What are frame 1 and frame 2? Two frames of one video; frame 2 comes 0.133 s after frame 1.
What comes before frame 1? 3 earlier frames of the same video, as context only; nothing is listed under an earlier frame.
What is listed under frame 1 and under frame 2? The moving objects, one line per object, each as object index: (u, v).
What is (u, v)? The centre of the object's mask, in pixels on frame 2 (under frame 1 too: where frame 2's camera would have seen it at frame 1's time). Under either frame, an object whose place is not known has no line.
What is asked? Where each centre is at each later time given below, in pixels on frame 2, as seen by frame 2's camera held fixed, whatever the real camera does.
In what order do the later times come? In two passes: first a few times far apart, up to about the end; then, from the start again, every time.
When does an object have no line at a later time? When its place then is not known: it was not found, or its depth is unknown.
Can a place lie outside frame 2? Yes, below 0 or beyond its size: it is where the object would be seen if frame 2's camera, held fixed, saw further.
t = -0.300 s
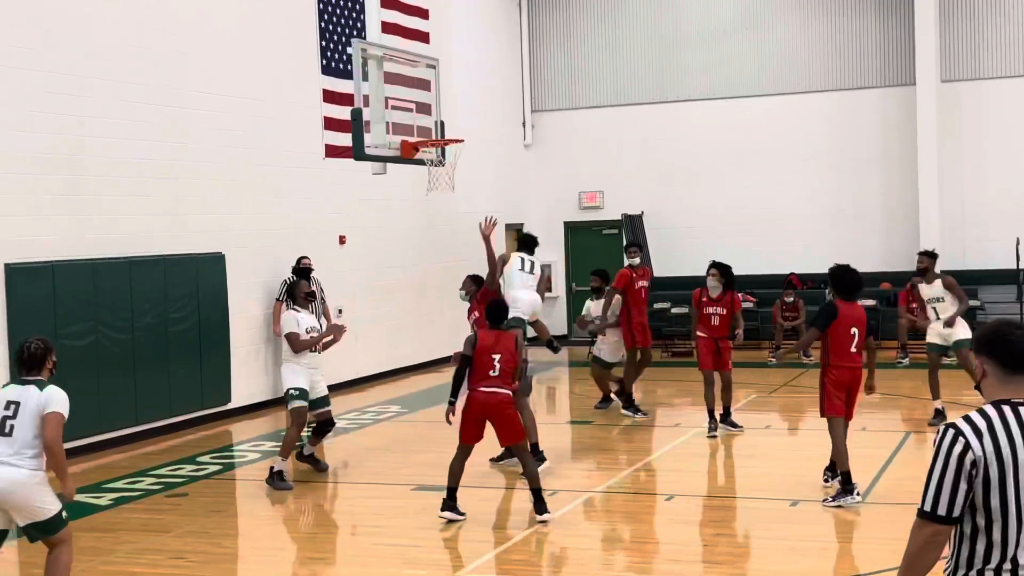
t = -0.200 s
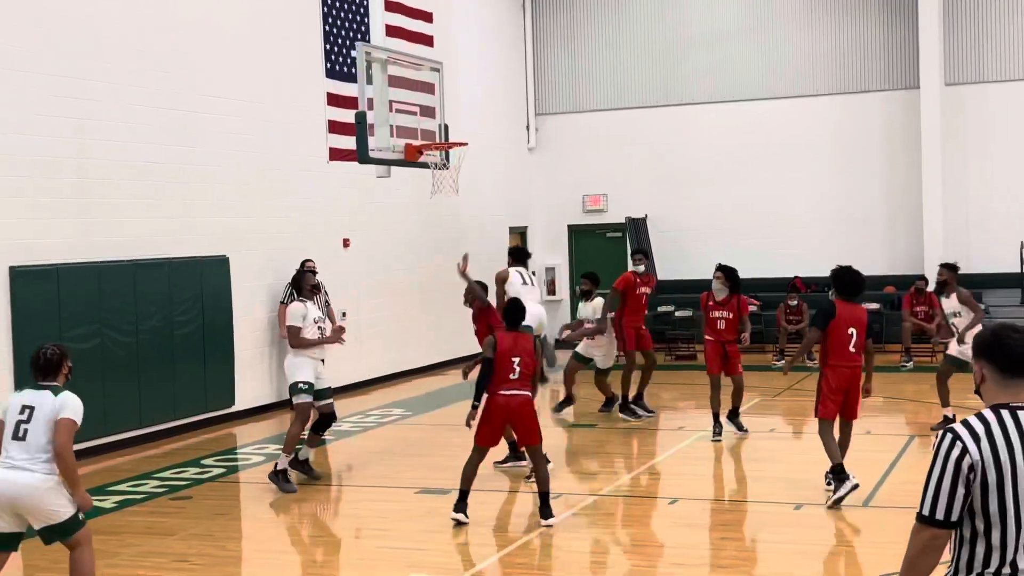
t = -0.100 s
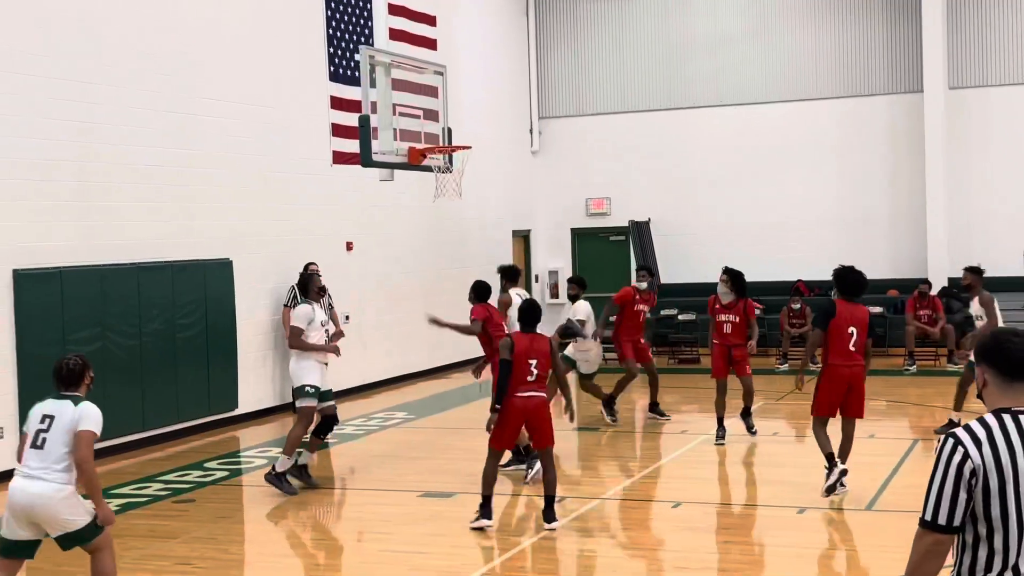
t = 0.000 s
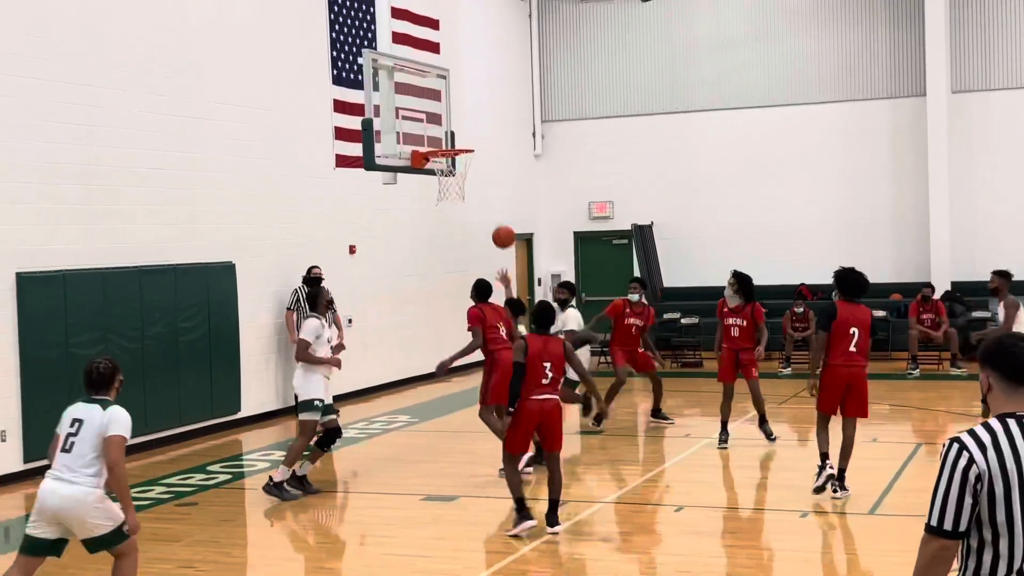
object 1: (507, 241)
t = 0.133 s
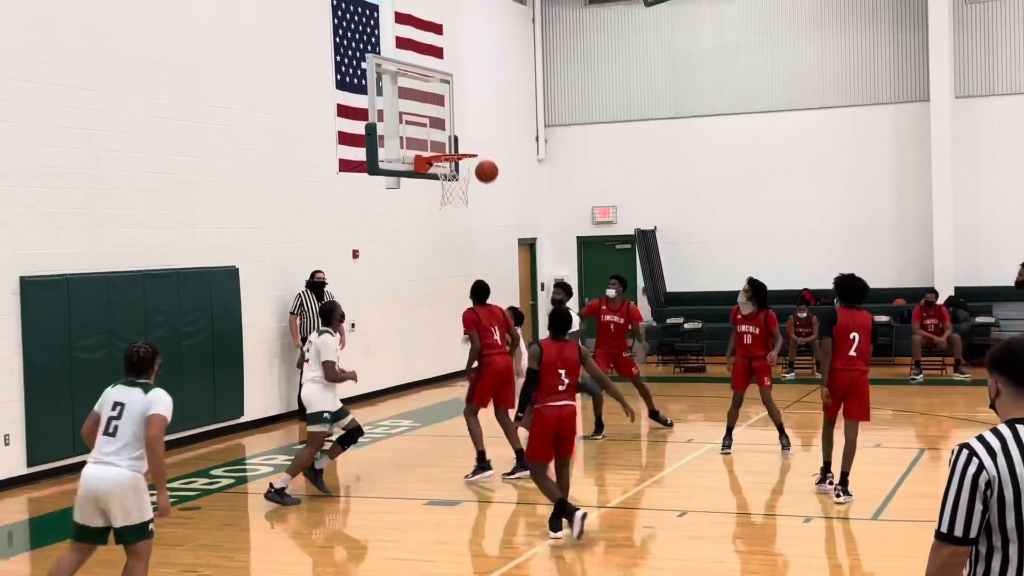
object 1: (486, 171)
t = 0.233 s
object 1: (471, 129)
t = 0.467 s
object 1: (439, 70)
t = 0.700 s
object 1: (445, 67)
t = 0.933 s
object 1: (458, 119)
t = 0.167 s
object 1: (483, 156)
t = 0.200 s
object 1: (476, 142)
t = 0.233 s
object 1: (471, 129)
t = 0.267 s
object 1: (467, 118)
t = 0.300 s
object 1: (462, 107)
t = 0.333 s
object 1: (457, 98)
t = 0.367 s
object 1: (452, 89)
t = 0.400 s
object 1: (448, 81)
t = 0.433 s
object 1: (443, 75)
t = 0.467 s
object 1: (439, 70)
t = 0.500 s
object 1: (435, 66)
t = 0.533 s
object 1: (436, 64)
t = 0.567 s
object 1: (438, 62)
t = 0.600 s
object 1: (440, 62)
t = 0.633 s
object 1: (441, 62)
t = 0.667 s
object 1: (443, 64)
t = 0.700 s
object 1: (445, 67)
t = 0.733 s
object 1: (446, 71)
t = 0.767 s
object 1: (448, 76)
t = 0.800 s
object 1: (450, 82)
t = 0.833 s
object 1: (452, 90)
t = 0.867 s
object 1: (454, 99)
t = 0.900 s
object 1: (456, 108)
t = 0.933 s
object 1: (458, 119)
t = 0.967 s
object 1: (460, 131)
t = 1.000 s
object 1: (461, 144)
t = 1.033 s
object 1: (464, 147)
